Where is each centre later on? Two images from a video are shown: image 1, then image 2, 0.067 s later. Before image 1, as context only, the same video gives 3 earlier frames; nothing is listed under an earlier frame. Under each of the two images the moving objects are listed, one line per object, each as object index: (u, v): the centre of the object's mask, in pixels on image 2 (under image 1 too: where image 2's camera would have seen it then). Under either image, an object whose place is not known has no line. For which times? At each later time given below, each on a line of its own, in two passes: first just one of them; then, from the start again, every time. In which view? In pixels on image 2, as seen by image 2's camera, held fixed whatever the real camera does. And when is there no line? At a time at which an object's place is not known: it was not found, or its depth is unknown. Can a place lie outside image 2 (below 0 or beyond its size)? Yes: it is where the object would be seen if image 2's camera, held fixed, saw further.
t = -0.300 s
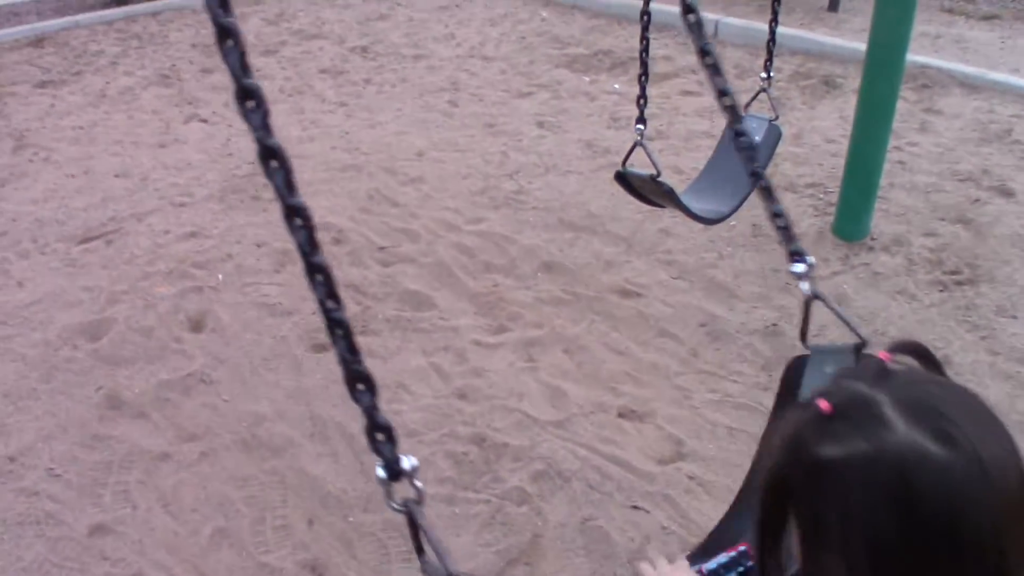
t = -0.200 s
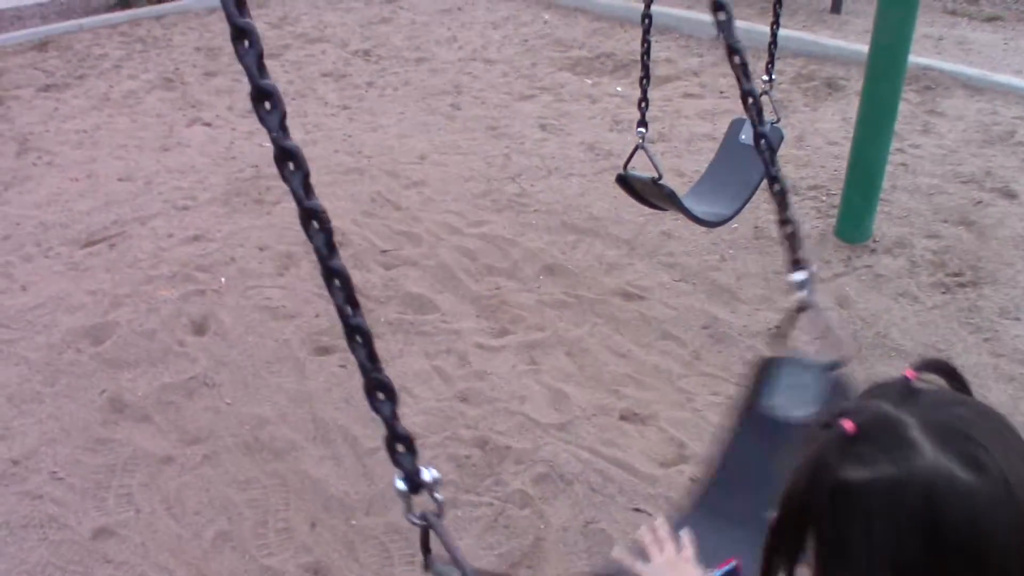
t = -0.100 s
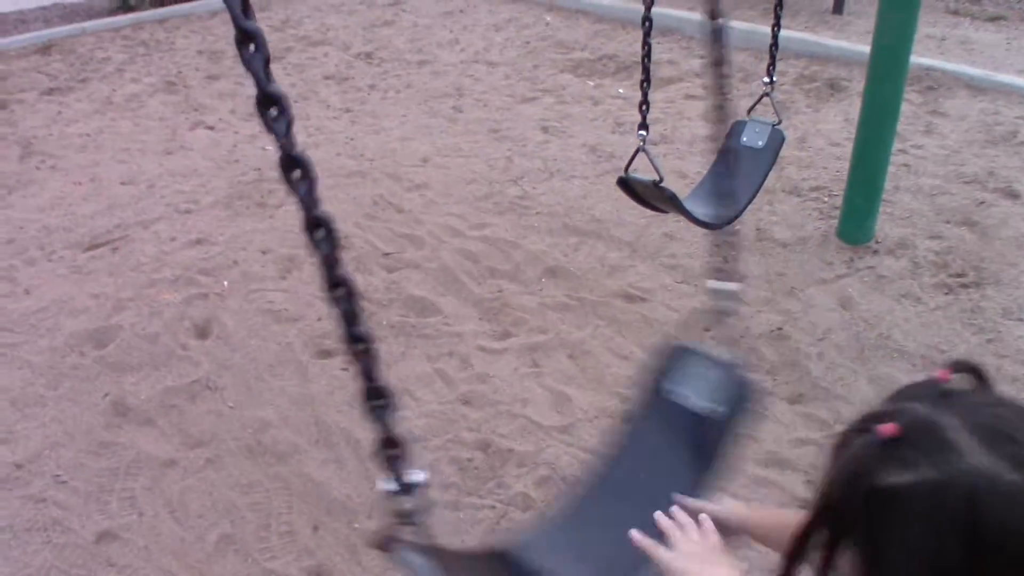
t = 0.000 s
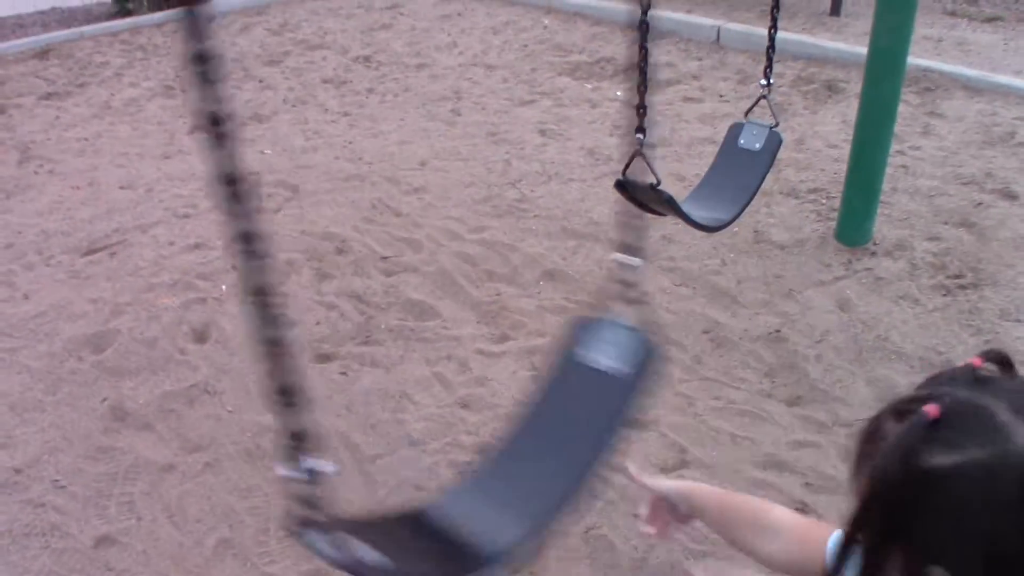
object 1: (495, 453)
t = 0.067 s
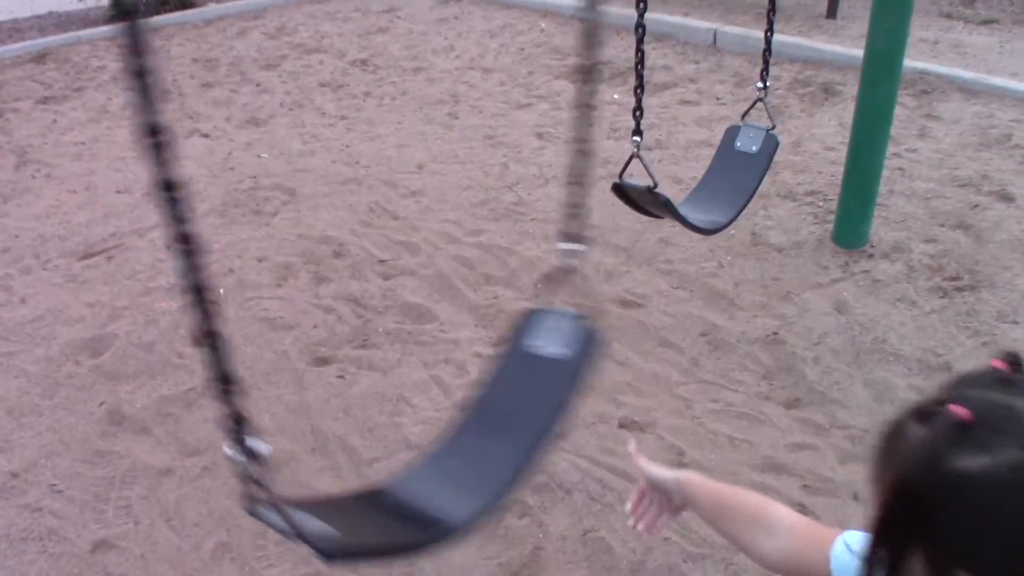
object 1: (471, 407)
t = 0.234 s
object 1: (388, 353)
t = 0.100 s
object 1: (453, 395)
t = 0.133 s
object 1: (435, 385)
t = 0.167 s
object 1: (424, 365)
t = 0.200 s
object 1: (412, 347)
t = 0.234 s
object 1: (388, 353)
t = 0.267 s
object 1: (367, 346)
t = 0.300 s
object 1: (351, 337)
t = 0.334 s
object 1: (335, 325)
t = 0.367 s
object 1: (314, 327)
